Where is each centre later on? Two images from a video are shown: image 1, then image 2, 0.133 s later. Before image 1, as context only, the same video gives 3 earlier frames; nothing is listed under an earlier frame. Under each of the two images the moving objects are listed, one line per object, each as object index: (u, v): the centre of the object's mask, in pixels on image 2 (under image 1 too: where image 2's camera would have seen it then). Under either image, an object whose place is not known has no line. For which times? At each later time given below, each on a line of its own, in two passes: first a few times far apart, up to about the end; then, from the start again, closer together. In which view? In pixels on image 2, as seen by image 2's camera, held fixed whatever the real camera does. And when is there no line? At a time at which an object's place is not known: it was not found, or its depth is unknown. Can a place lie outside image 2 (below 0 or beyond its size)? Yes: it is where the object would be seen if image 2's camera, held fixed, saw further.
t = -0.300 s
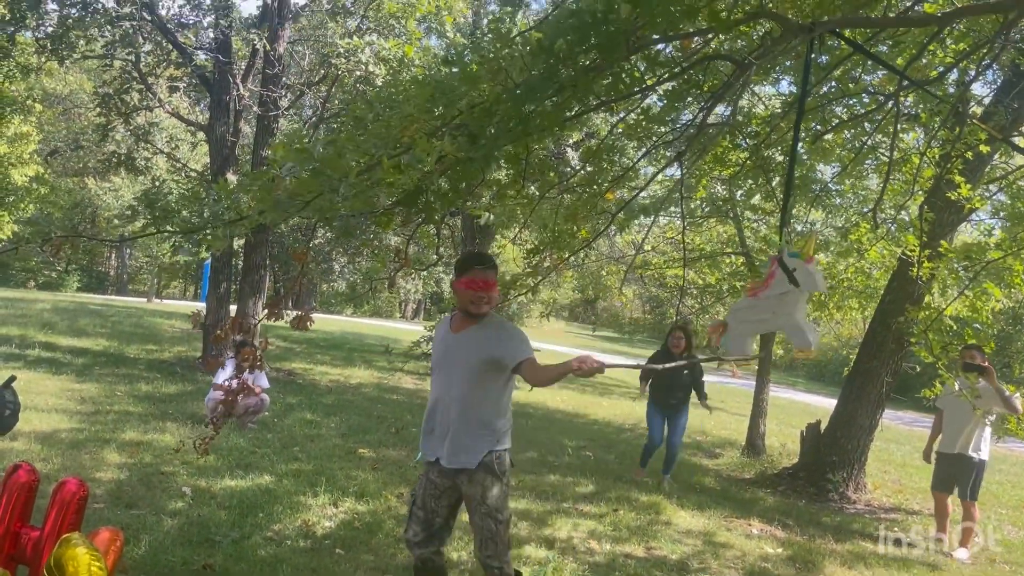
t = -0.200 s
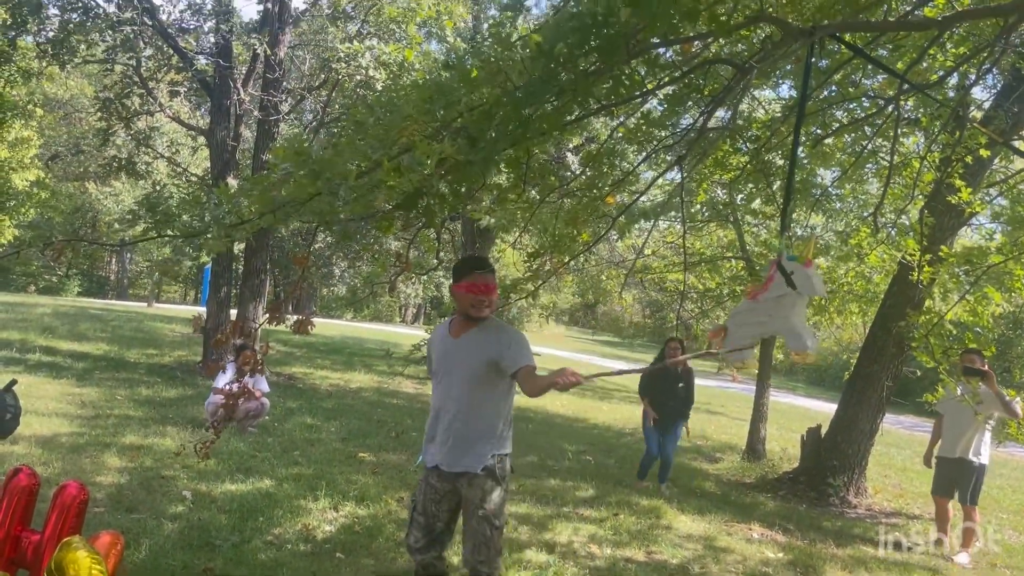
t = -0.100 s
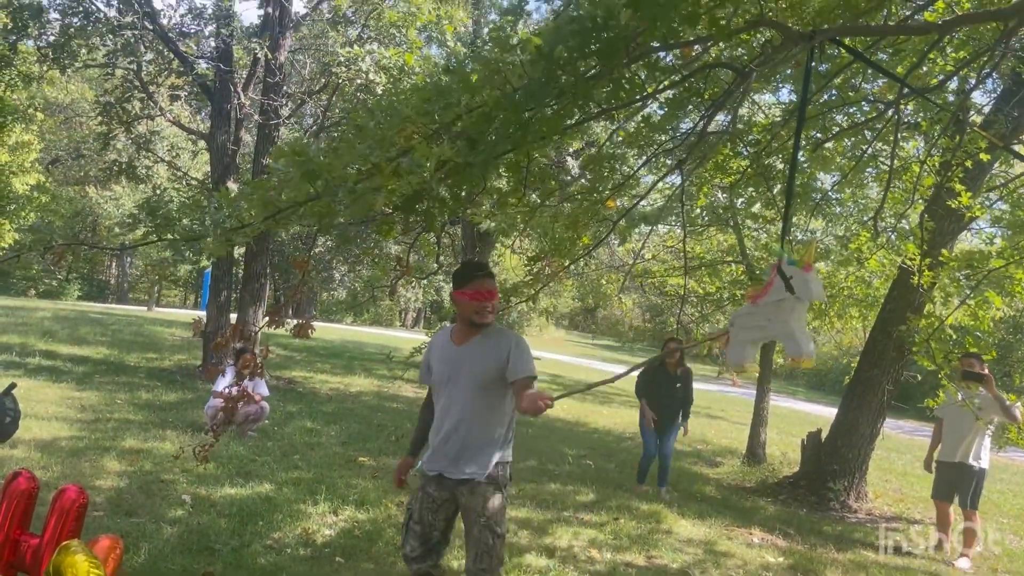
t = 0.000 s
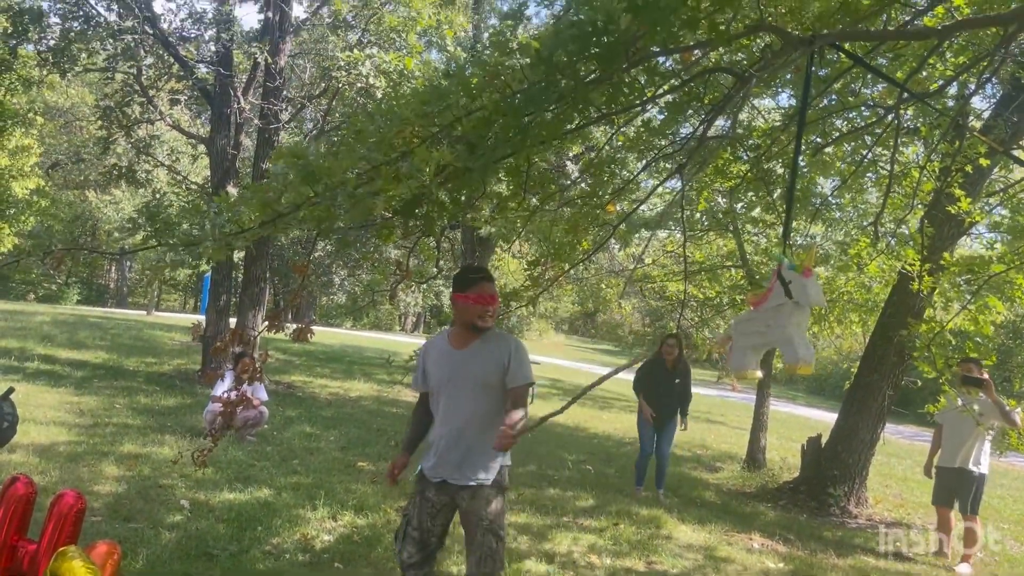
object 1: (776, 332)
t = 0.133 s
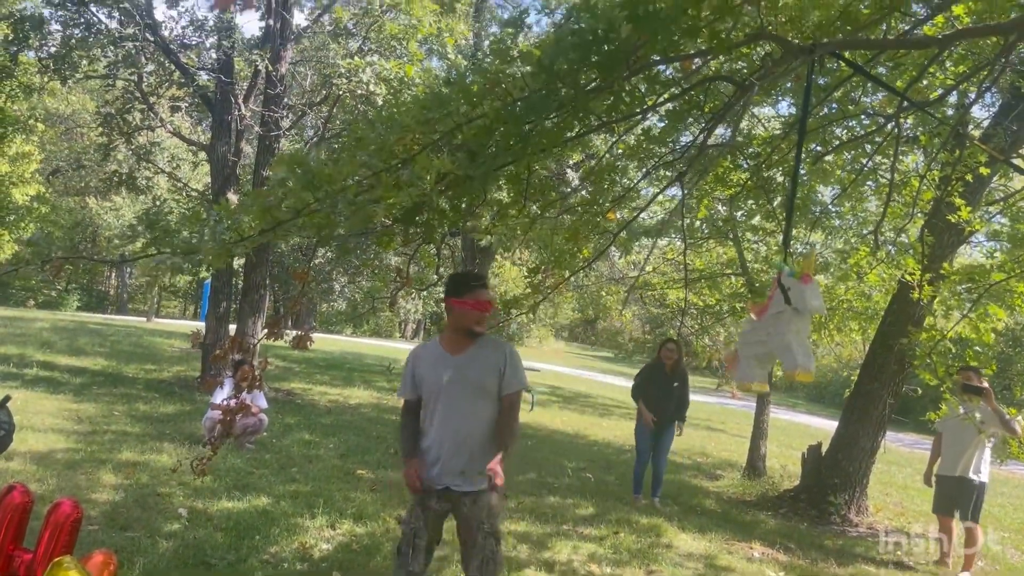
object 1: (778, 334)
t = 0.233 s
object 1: (781, 335)
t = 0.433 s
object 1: (789, 335)
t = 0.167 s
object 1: (779, 331)
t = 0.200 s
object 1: (781, 331)
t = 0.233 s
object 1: (781, 335)
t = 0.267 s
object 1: (782, 335)
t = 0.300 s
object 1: (784, 334)
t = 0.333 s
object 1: (785, 334)
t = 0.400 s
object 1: (788, 335)
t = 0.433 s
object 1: (789, 335)
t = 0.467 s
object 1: (790, 334)
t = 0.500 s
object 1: (791, 335)
